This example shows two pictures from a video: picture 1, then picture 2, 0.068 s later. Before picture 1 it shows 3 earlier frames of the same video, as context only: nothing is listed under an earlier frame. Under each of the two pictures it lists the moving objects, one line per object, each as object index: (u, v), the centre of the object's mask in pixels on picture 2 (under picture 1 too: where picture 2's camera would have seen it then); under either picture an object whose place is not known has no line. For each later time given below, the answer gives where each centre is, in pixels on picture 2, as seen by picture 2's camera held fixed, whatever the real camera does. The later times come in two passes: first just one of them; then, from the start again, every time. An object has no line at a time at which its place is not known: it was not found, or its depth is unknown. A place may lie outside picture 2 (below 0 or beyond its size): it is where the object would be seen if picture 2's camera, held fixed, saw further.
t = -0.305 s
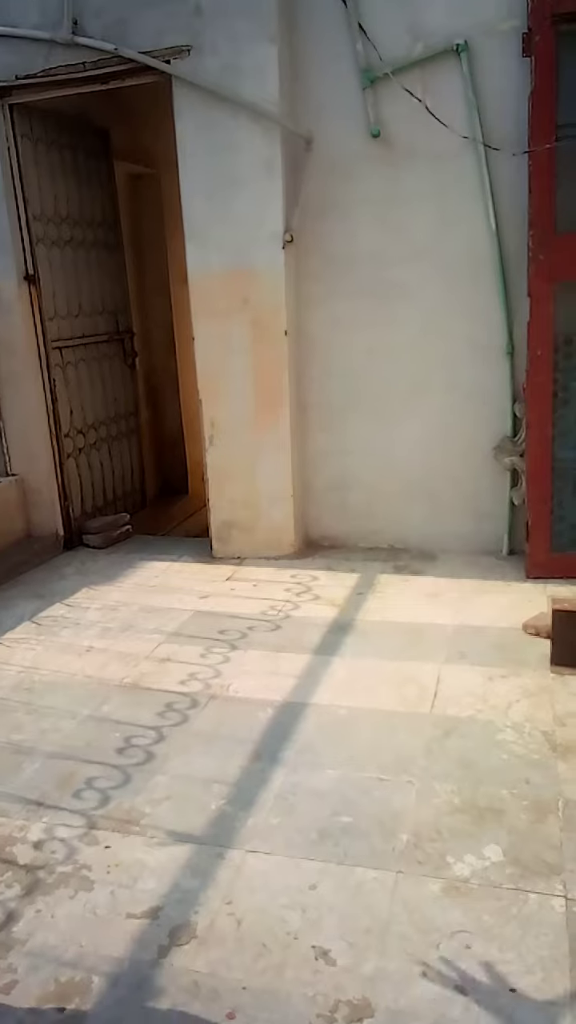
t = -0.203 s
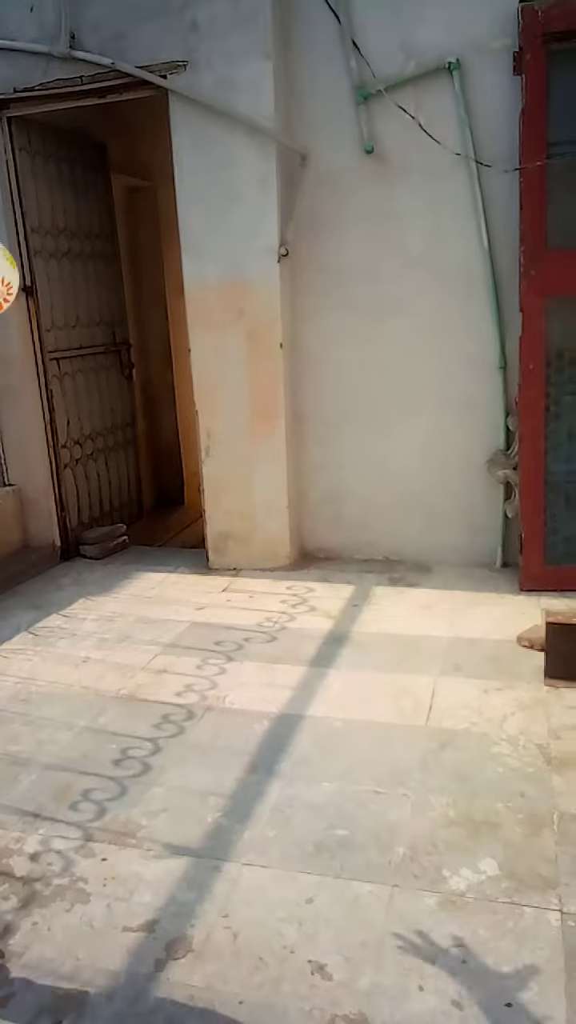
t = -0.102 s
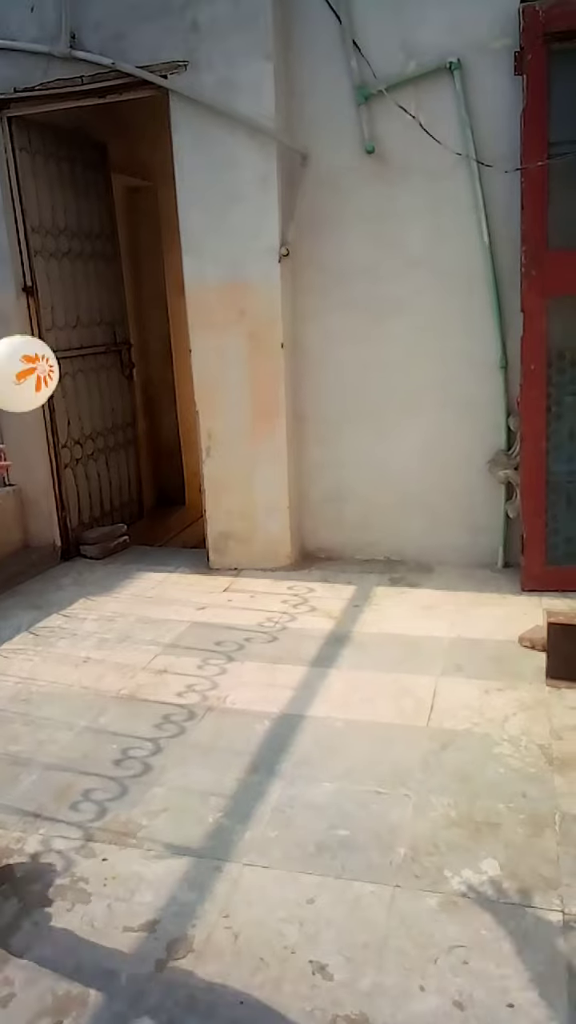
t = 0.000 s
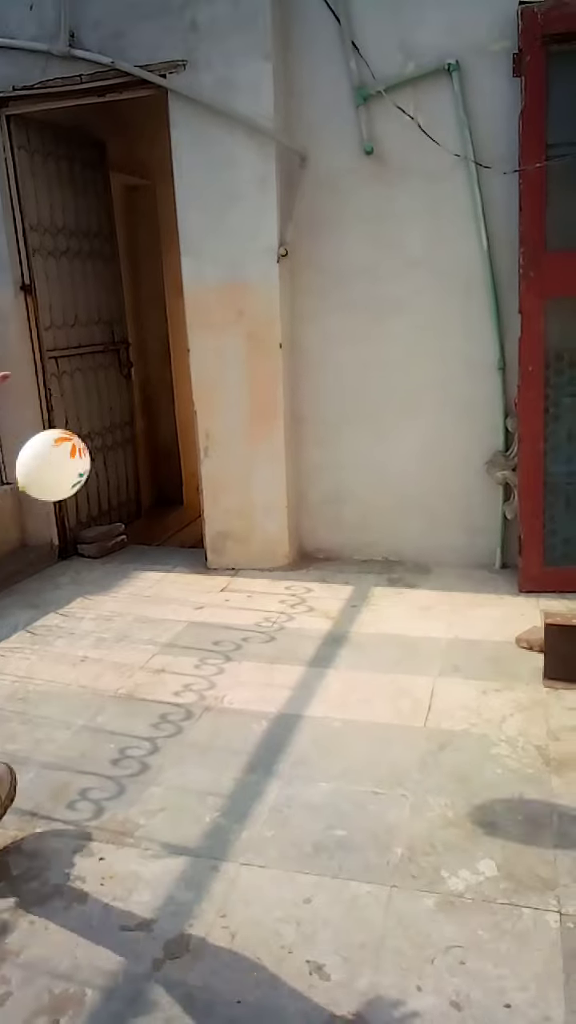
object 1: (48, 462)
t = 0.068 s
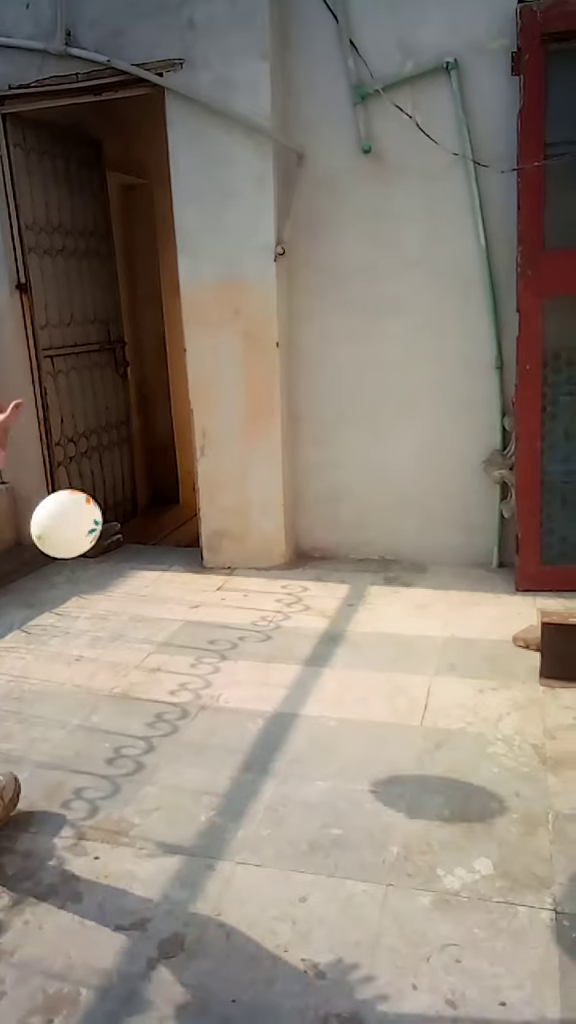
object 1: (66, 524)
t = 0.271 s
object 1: (102, 686)
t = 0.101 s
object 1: (73, 552)
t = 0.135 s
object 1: (80, 579)
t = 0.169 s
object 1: (86, 606)
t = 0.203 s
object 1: (93, 633)
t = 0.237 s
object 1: (97, 661)
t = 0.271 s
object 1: (102, 686)
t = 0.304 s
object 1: (105, 709)
